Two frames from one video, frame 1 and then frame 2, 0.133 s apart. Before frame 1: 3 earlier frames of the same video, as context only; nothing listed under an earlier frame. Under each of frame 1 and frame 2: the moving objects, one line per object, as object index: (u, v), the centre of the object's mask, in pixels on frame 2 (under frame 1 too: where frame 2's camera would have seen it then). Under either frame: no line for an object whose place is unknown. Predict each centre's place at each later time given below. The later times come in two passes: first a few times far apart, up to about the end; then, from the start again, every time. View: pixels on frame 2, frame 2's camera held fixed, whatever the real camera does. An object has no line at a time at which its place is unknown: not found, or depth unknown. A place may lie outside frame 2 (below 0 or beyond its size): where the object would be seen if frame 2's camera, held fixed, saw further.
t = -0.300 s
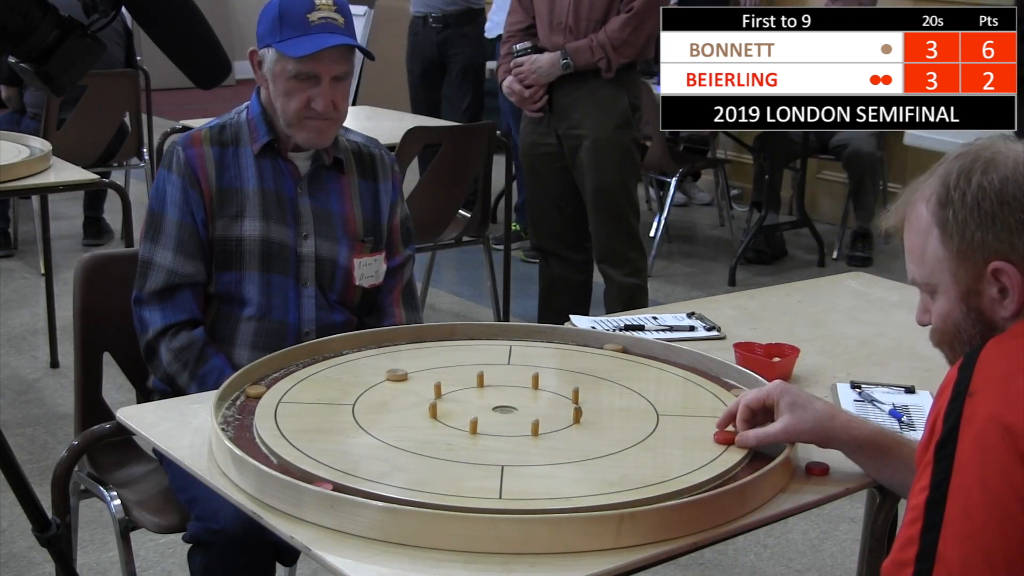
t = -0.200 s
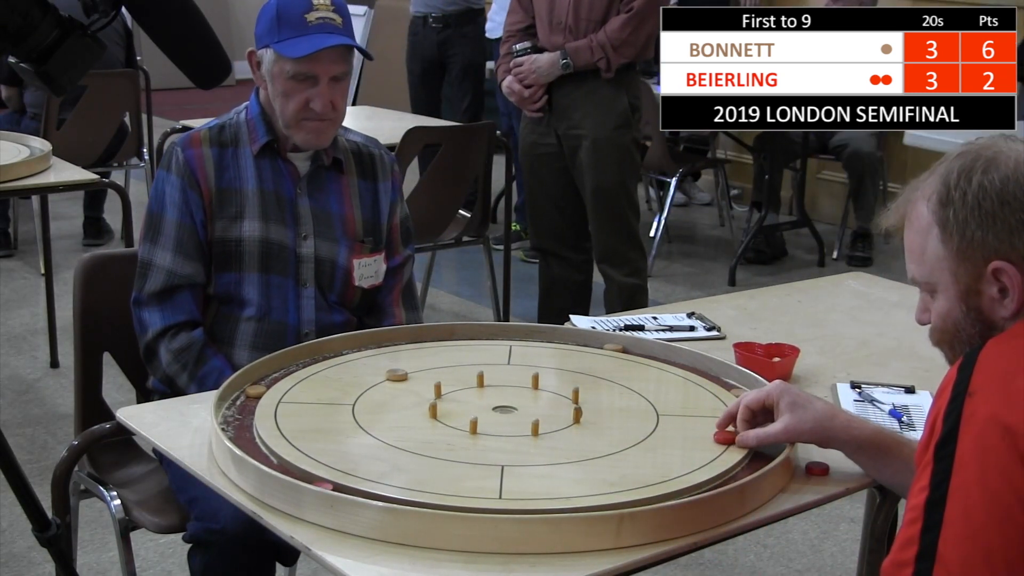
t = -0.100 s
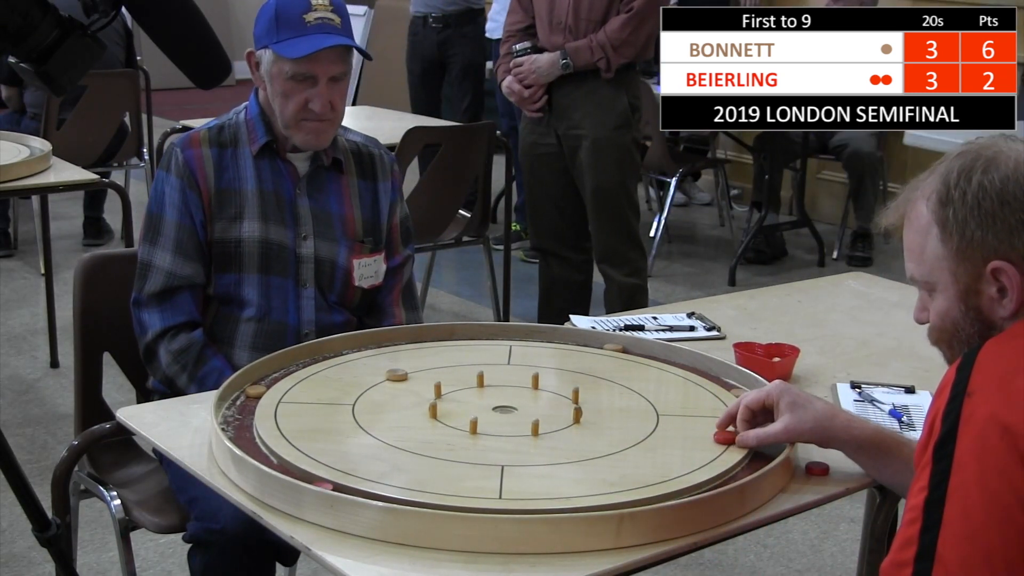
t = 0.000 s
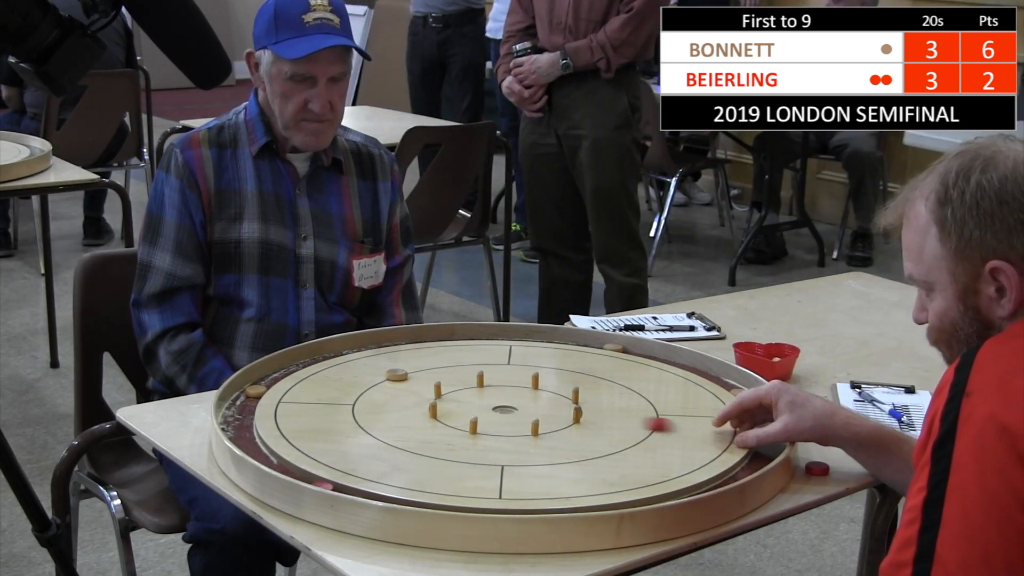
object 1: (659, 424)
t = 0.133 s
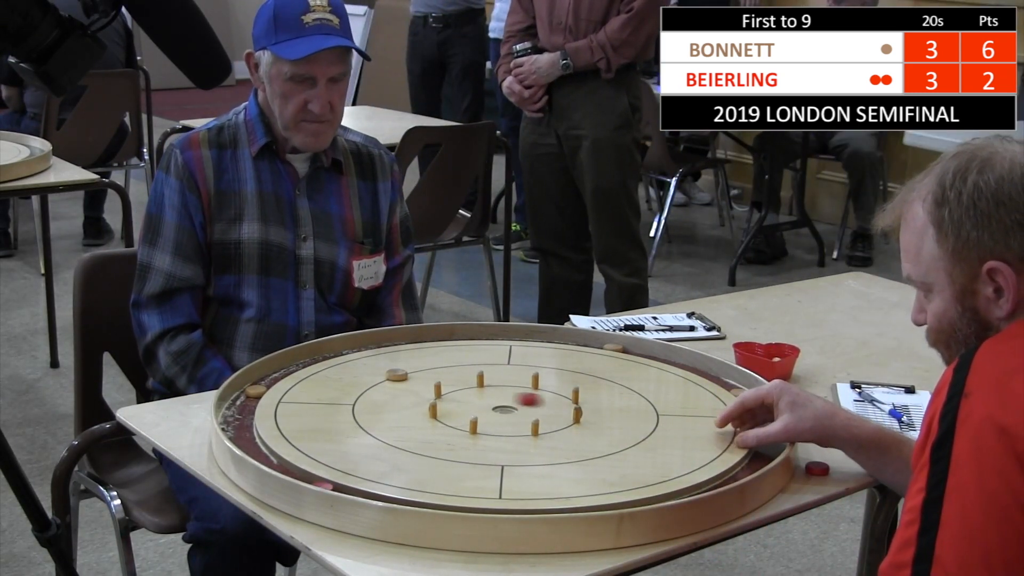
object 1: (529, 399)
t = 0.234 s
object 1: (449, 383)
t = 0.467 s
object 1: (416, 370)
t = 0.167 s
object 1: (501, 393)
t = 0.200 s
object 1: (473, 388)
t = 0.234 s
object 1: (449, 383)
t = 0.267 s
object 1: (423, 378)
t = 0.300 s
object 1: (417, 376)
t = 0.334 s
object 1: (417, 375)
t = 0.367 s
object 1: (417, 374)
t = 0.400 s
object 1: (416, 373)
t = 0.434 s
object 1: (416, 372)
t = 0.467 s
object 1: (416, 370)
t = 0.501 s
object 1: (415, 369)
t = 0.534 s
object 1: (415, 369)
